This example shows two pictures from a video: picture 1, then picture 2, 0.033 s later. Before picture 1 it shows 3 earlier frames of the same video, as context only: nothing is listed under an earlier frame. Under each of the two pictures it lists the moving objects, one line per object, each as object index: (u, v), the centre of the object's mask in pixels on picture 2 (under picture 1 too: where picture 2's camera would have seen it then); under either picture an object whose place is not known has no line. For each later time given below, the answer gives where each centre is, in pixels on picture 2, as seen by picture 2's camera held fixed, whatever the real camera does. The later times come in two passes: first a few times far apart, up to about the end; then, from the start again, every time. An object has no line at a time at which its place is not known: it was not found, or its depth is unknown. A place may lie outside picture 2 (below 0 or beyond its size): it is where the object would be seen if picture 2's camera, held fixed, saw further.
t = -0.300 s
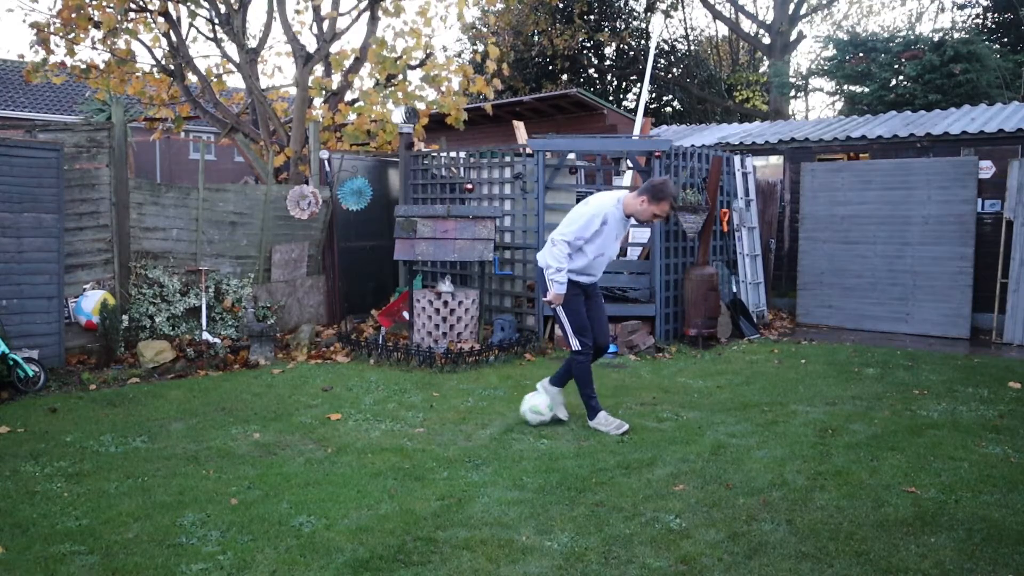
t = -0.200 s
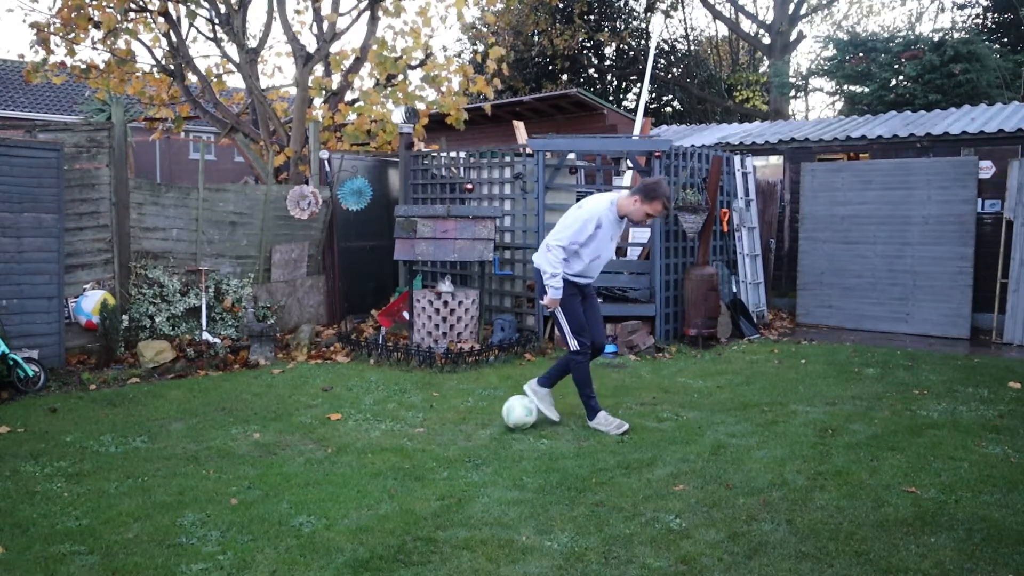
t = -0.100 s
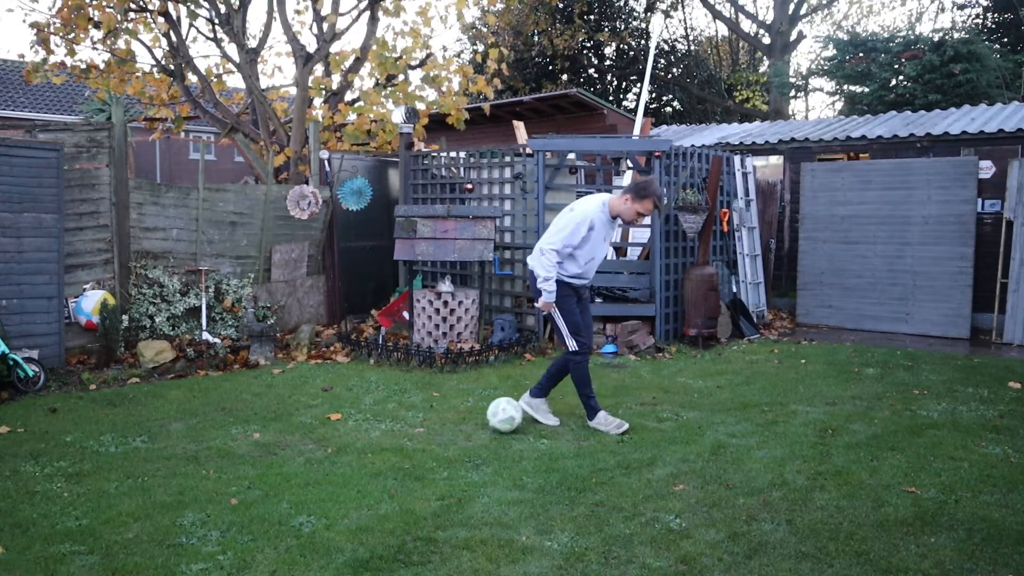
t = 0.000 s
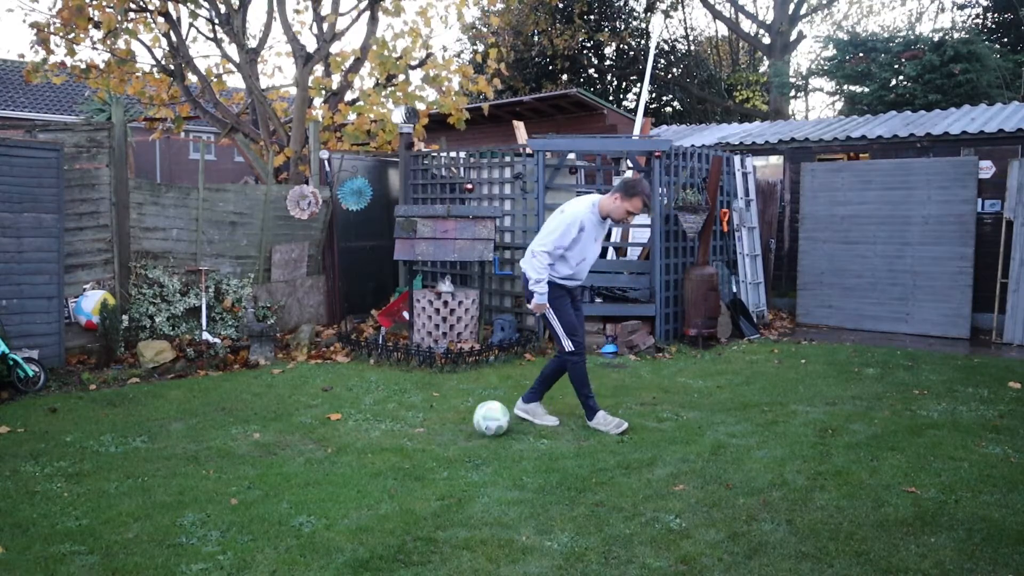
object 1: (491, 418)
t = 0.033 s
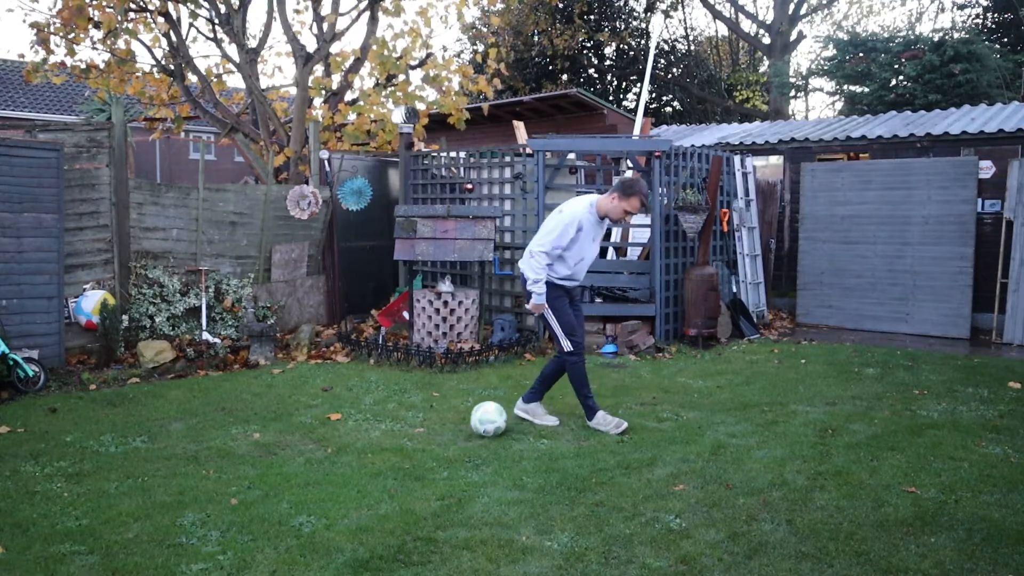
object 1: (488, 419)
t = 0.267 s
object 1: (454, 427)
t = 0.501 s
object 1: (418, 434)
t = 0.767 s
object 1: (386, 439)
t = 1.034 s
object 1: (361, 443)
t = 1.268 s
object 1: (343, 445)
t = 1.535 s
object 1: (326, 449)
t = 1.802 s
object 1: (315, 450)
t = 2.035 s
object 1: (314, 449)
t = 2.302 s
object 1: (314, 449)
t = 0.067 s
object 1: (483, 420)
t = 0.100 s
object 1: (477, 422)
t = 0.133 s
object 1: (474, 423)
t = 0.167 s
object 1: (469, 424)
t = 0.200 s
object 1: (463, 425)
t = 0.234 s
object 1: (460, 426)
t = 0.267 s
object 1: (454, 427)
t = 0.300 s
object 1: (448, 428)
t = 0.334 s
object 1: (445, 429)
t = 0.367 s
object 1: (439, 430)
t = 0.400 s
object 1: (433, 432)
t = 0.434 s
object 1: (430, 433)
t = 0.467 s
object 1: (424, 433)
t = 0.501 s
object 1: (418, 434)
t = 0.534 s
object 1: (415, 434)
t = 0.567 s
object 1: (409, 436)
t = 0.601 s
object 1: (404, 437)
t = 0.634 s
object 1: (402, 437)
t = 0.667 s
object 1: (397, 438)
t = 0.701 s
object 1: (392, 439)
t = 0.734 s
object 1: (390, 439)
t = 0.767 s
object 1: (386, 439)
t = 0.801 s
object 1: (381, 440)
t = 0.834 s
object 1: (379, 441)
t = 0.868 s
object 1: (375, 441)
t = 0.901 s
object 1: (371, 442)
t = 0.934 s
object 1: (369, 442)
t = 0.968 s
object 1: (366, 442)
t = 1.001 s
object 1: (362, 443)
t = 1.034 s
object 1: (361, 443)
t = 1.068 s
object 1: (357, 443)
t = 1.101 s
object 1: (354, 443)
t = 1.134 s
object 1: (353, 444)
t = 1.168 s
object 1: (350, 444)
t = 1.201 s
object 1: (347, 444)
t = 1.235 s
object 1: (346, 445)
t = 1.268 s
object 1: (343, 445)
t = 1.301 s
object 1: (340, 446)
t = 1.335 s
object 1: (339, 446)
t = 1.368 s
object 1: (336, 447)
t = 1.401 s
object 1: (333, 448)
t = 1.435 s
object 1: (332, 448)
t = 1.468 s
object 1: (329, 448)
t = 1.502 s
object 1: (327, 448)
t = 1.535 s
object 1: (326, 449)
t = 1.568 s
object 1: (324, 449)
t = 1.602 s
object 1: (322, 449)
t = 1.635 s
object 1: (322, 449)
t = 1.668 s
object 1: (320, 449)
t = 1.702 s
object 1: (318, 449)
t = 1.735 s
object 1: (318, 450)
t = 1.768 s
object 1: (316, 450)
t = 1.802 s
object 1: (315, 450)
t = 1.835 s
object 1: (315, 450)
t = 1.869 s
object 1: (314, 450)
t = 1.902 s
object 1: (314, 450)
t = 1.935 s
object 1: (314, 450)
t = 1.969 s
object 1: (314, 449)
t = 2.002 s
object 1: (314, 450)
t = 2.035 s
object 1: (314, 449)
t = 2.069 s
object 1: (314, 449)
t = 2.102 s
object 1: (315, 449)
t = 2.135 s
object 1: (314, 449)
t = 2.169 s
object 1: (314, 449)
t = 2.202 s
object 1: (314, 449)
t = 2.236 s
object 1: (314, 449)
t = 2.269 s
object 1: (314, 449)
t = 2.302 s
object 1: (314, 449)
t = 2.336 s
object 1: (314, 449)
